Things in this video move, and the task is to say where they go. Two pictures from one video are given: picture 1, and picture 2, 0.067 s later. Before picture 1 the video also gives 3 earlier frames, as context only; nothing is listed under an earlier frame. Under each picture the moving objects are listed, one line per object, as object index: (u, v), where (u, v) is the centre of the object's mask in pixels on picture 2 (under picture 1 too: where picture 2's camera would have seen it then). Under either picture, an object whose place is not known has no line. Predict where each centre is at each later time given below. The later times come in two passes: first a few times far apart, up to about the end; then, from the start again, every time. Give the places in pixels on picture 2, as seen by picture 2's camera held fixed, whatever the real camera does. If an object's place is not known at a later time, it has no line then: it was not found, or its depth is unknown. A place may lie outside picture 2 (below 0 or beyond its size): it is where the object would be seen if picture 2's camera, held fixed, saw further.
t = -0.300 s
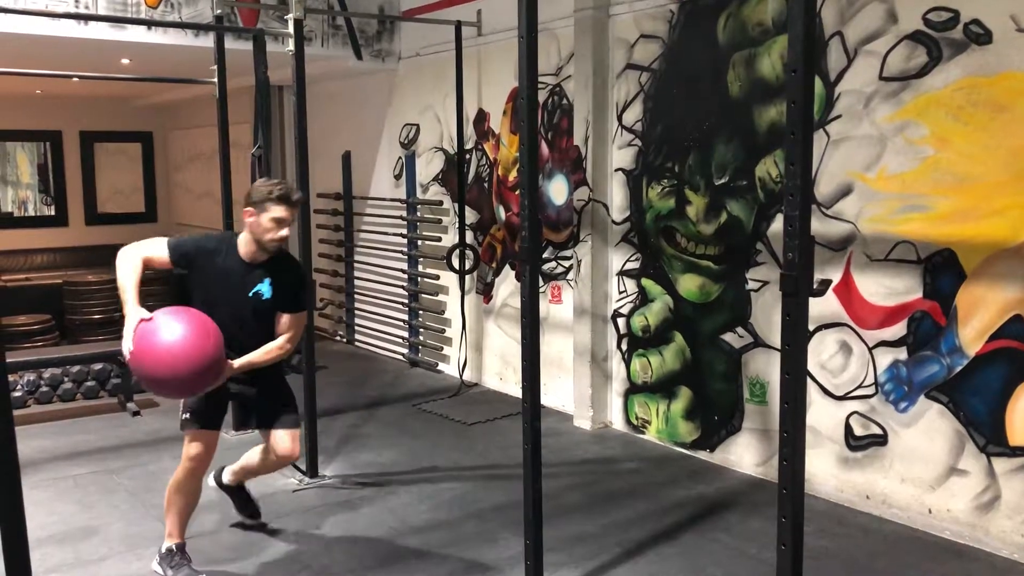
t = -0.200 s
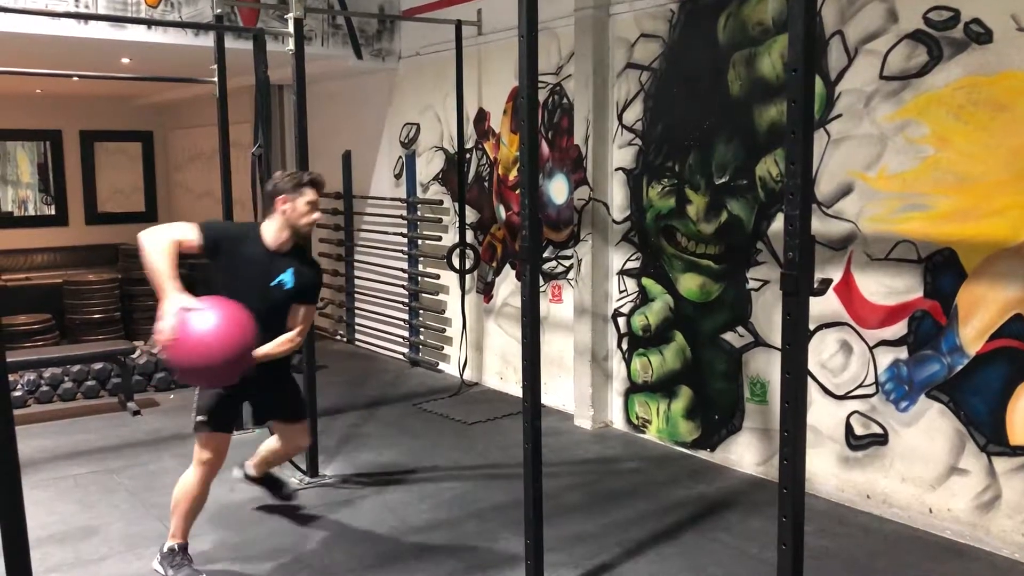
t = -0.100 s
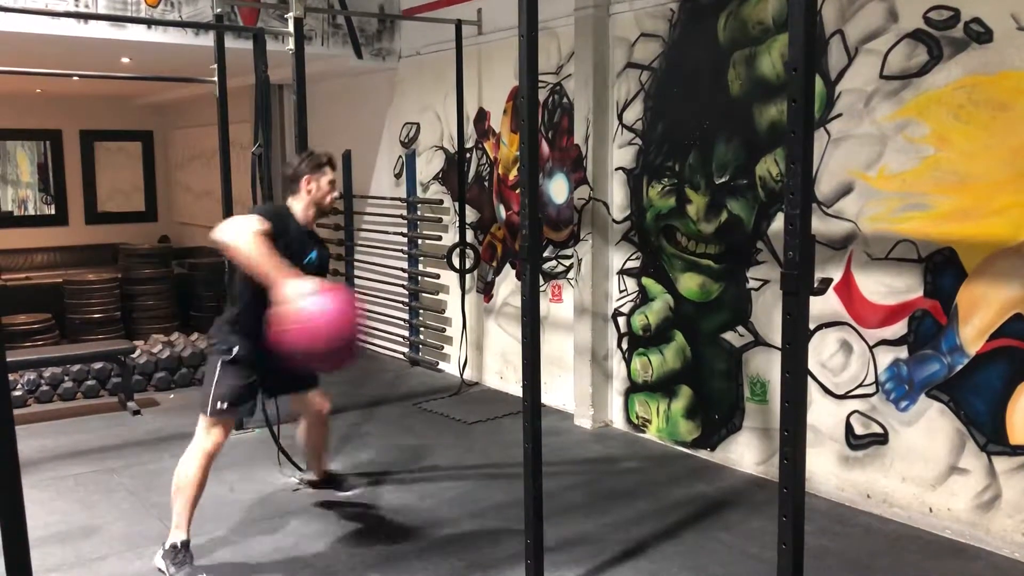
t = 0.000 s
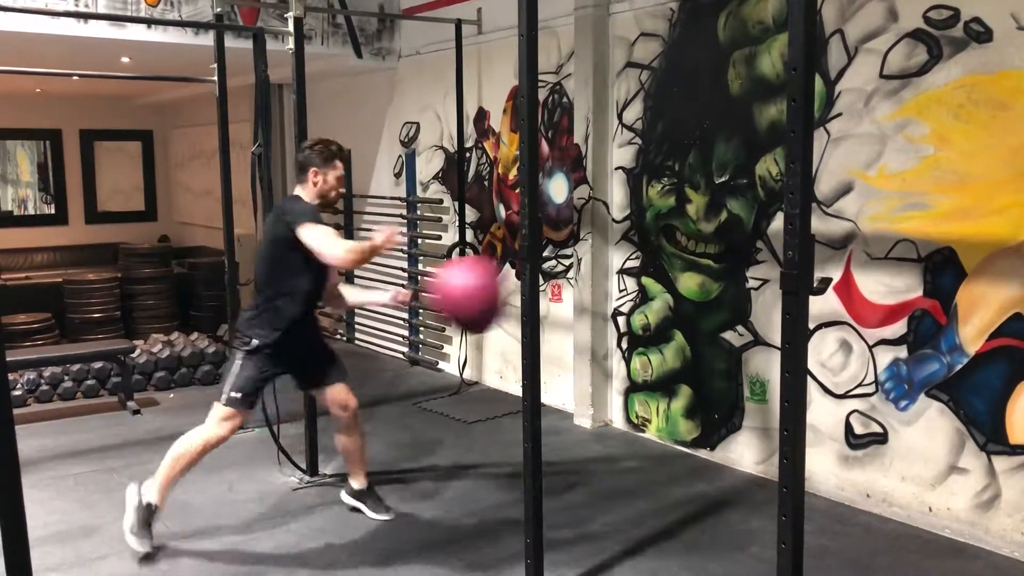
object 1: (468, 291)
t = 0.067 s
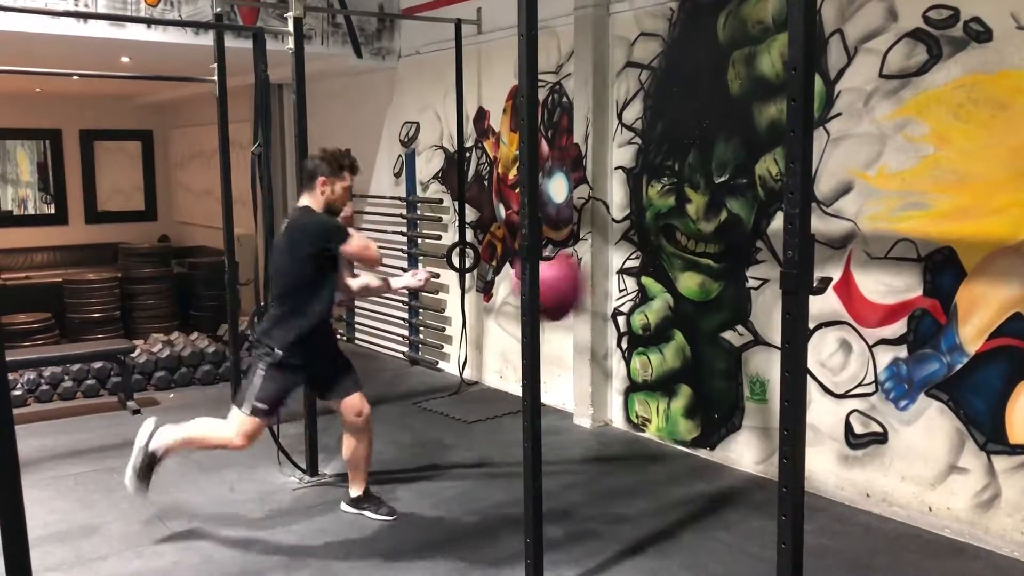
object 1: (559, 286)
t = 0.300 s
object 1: (640, 314)
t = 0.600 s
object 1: (483, 461)
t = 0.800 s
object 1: (415, 443)
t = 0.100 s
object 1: (588, 282)
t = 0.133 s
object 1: (622, 283)
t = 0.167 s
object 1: (656, 287)
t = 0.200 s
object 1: (683, 290)
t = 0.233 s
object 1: (674, 296)
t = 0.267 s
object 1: (656, 305)
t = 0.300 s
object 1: (640, 314)
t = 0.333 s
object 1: (621, 328)
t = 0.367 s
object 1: (604, 342)
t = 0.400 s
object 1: (586, 359)
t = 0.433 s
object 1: (569, 378)
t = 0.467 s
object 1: (559, 402)
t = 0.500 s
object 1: (523, 428)
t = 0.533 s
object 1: (502, 455)
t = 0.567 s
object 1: (493, 472)
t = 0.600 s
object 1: (483, 461)
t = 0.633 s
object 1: (473, 453)
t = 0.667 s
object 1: (461, 447)
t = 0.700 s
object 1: (450, 443)
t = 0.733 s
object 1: (438, 440)
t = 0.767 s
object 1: (427, 440)
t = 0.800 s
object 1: (415, 443)
